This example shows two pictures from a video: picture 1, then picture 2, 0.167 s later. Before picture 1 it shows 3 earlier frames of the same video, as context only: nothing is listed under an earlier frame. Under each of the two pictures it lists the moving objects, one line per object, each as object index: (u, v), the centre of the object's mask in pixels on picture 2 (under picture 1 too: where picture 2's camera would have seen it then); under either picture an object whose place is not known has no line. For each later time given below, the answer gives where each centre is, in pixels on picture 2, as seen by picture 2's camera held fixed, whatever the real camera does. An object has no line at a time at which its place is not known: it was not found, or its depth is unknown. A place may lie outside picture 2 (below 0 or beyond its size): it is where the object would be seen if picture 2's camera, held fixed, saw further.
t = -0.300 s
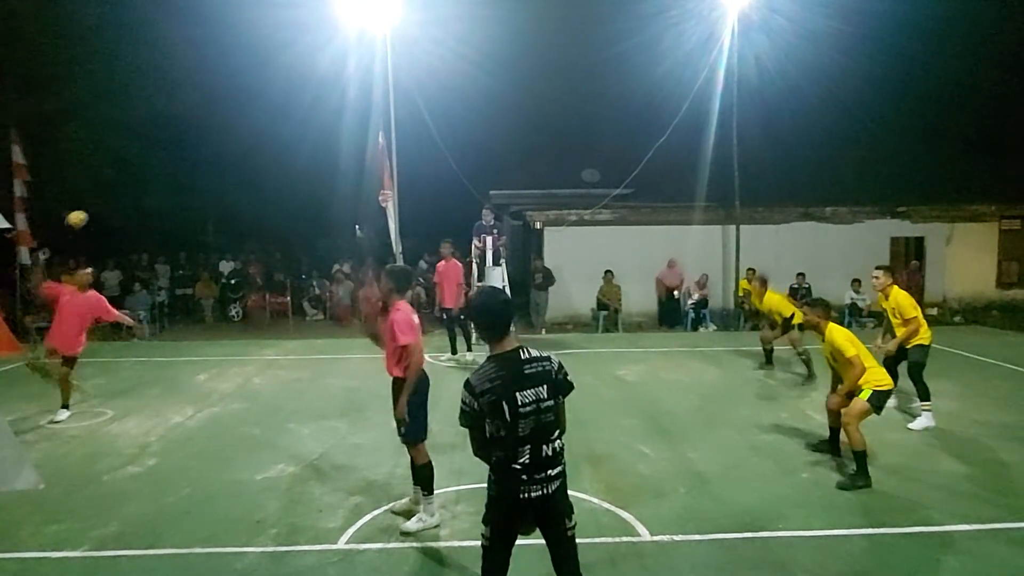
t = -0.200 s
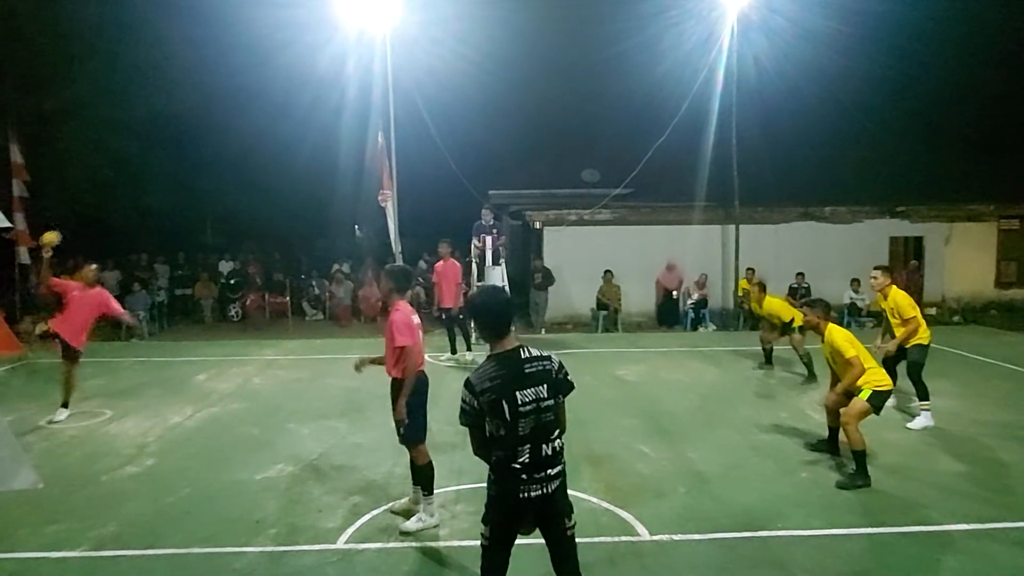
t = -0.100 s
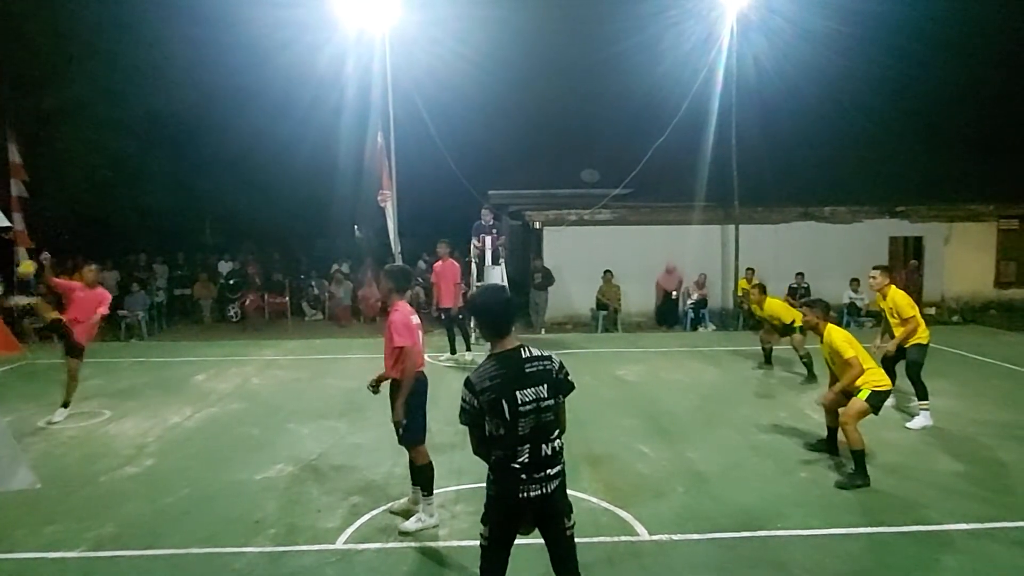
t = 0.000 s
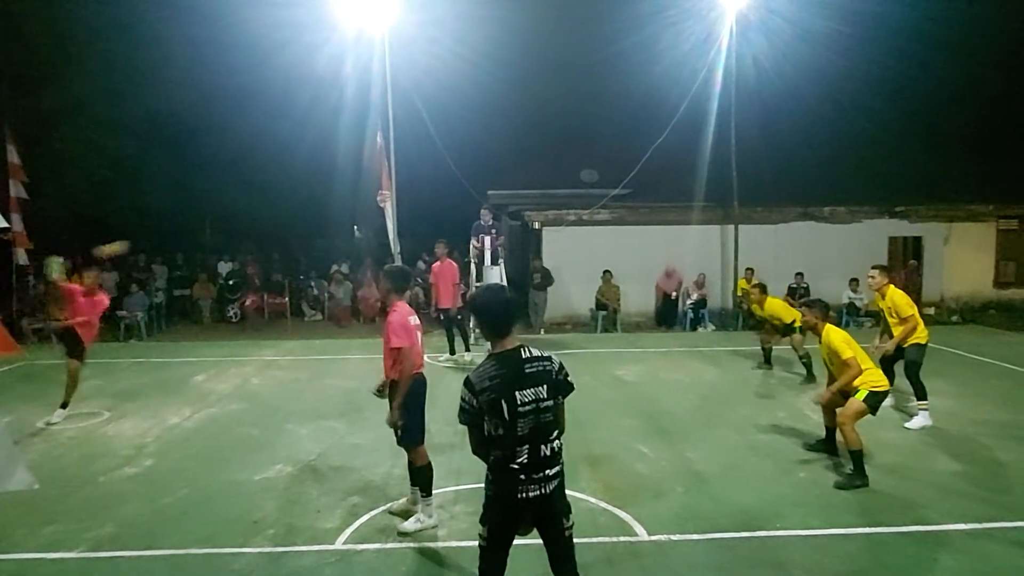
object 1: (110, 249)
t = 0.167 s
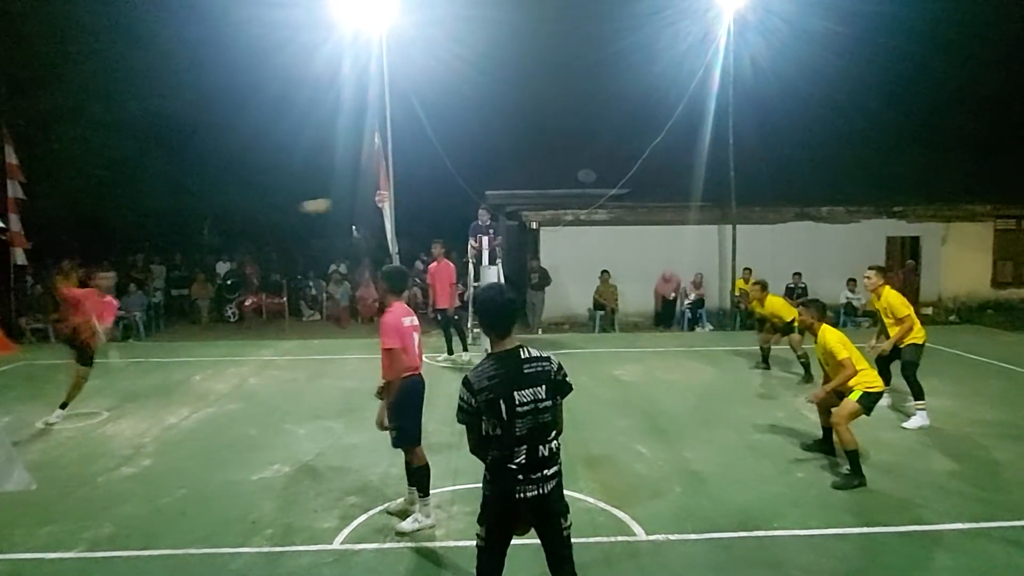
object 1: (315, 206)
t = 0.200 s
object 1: (355, 201)
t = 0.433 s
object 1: (607, 201)
